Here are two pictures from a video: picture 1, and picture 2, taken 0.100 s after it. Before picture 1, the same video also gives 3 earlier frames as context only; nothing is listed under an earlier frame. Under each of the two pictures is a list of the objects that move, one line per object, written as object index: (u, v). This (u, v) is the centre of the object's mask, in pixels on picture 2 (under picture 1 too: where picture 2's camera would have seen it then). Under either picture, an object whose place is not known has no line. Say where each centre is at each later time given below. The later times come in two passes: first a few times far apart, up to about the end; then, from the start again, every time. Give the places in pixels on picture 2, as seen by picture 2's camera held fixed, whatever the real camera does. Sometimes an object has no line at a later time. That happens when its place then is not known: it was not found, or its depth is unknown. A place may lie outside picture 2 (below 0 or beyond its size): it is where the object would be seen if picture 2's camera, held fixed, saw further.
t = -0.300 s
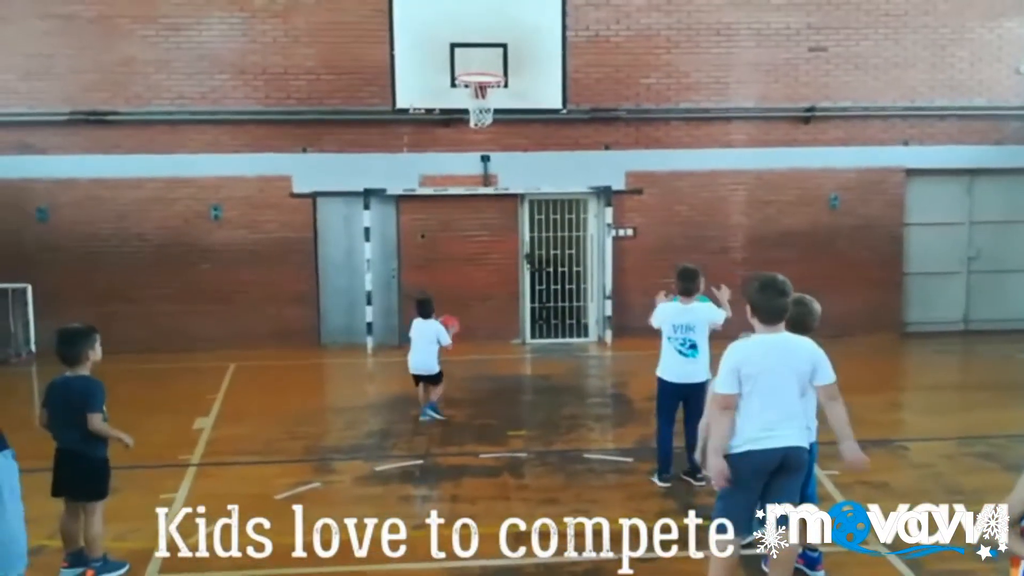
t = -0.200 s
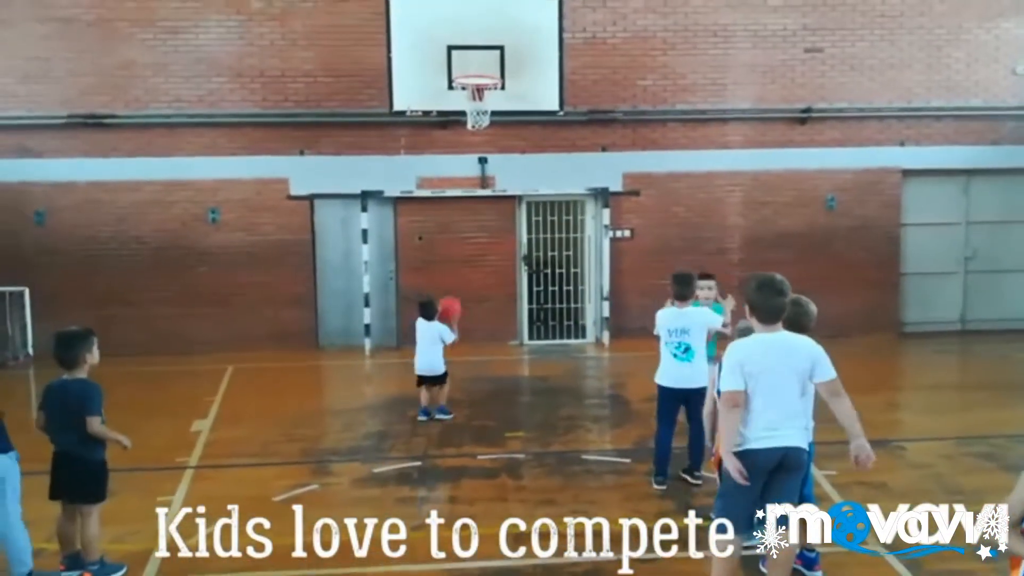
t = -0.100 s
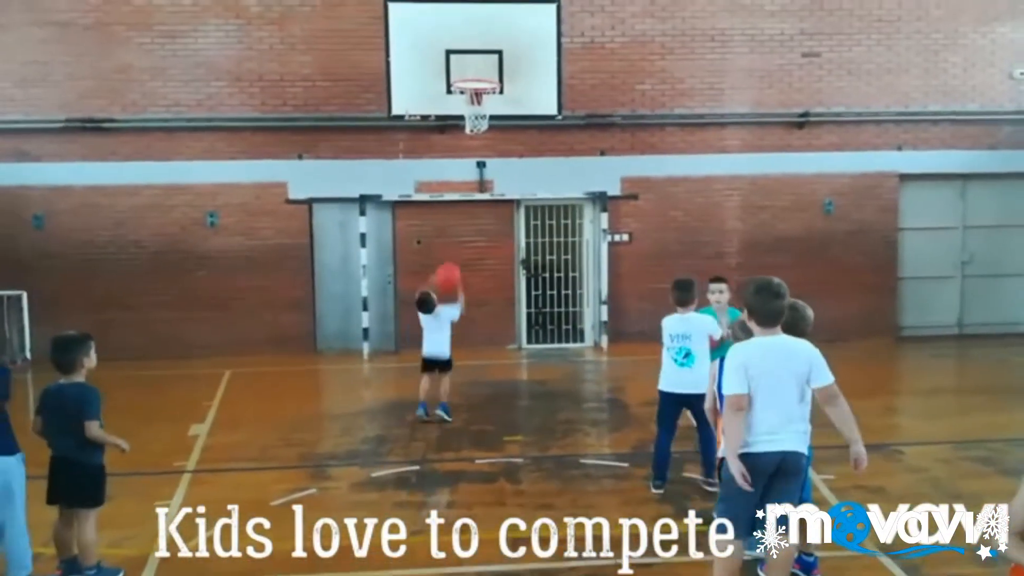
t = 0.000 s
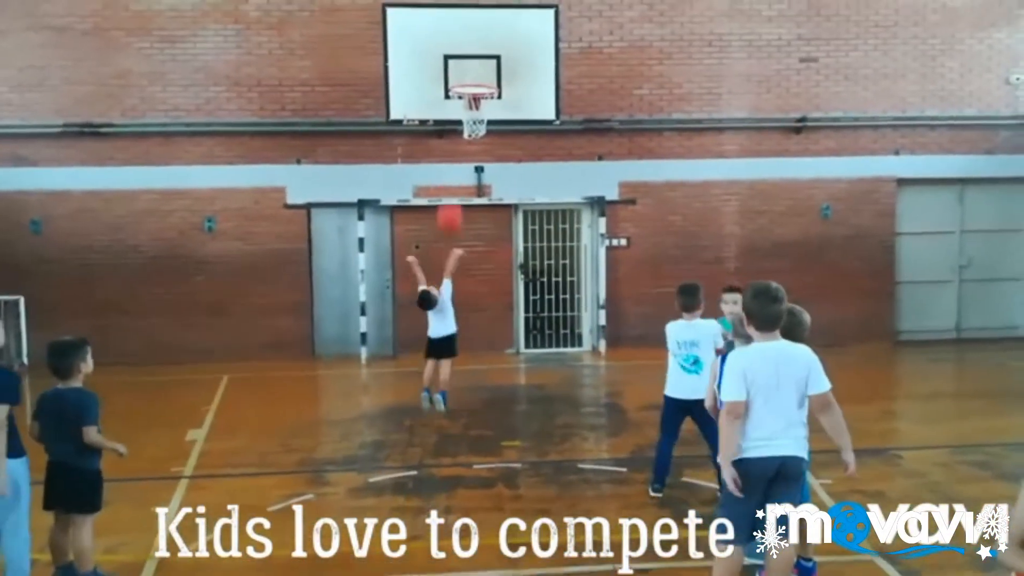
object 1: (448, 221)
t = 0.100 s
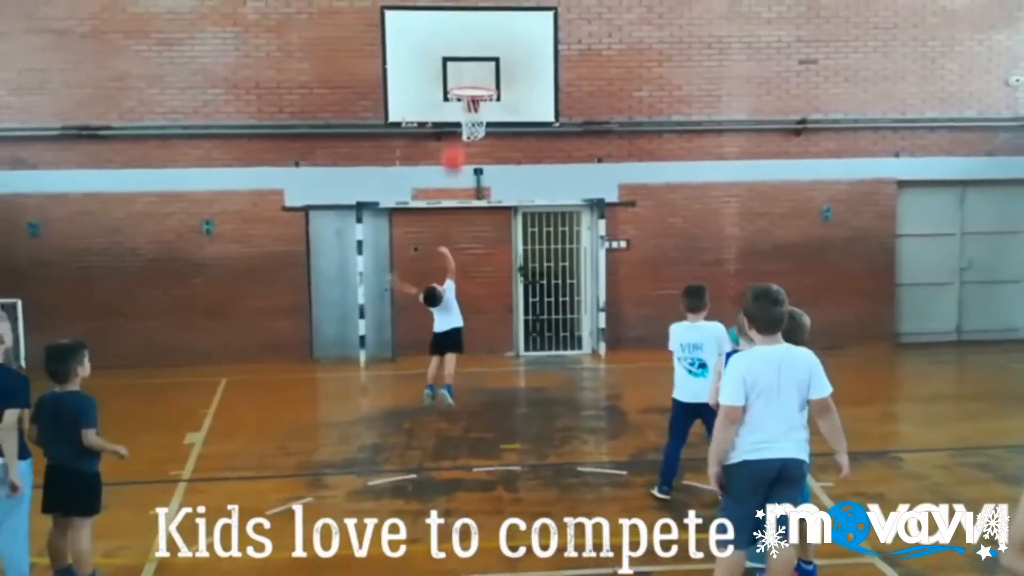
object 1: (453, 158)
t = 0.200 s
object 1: (456, 115)
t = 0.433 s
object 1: (465, 53)
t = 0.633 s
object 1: (474, 48)
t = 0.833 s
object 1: (484, 81)
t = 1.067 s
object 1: (455, 125)
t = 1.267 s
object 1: (442, 134)
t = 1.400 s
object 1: (437, 165)
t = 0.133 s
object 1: (453, 143)
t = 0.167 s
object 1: (455, 131)
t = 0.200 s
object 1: (456, 115)
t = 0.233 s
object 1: (458, 102)
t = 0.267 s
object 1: (459, 90)
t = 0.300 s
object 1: (459, 80)
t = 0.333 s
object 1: (462, 72)
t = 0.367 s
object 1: (462, 65)
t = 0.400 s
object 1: (464, 58)
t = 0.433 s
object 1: (465, 53)
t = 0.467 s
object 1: (467, 50)
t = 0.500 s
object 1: (468, 47)
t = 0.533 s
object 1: (469, 46)
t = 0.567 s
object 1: (471, 45)
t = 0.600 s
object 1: (472, 46)
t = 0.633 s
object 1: (474, 48)
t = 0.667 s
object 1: (475, 51)
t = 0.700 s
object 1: (477, 55)
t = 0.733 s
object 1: (478, 61)
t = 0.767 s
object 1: (480, 67)
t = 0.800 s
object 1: (482, 74)
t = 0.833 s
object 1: (484, 81)
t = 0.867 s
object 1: (484, 91)
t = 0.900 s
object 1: (479, 98)
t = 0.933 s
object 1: (474, 104)
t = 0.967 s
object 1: (470, 108)
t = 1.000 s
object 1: (462, 116)
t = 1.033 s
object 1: (458, 124)
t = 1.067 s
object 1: (455, 125)
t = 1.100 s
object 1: (449, 123)
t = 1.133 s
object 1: (447, 124)
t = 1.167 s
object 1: (446, 125)
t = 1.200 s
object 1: (444, 128)
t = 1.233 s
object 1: (443, 130)
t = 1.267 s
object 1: (442, 134)
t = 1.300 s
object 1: (440, 140)
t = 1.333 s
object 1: (439, 147)
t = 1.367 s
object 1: (438, 155)
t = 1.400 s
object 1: (437, 165)
